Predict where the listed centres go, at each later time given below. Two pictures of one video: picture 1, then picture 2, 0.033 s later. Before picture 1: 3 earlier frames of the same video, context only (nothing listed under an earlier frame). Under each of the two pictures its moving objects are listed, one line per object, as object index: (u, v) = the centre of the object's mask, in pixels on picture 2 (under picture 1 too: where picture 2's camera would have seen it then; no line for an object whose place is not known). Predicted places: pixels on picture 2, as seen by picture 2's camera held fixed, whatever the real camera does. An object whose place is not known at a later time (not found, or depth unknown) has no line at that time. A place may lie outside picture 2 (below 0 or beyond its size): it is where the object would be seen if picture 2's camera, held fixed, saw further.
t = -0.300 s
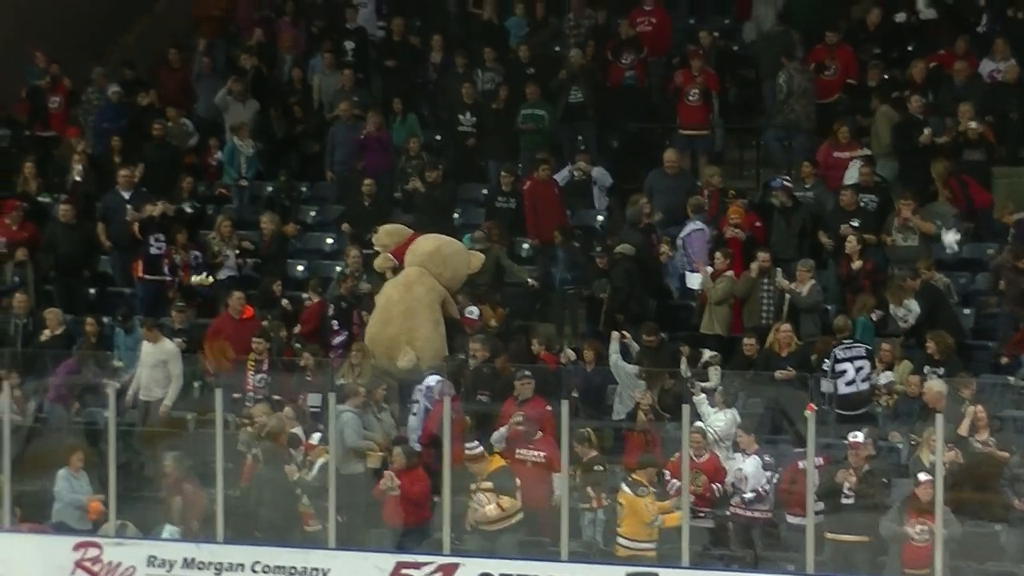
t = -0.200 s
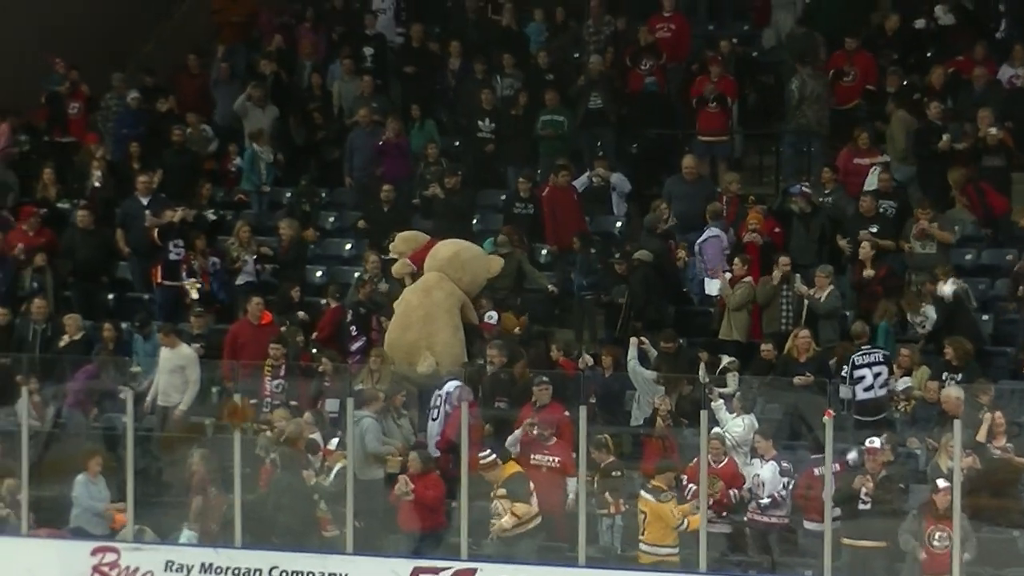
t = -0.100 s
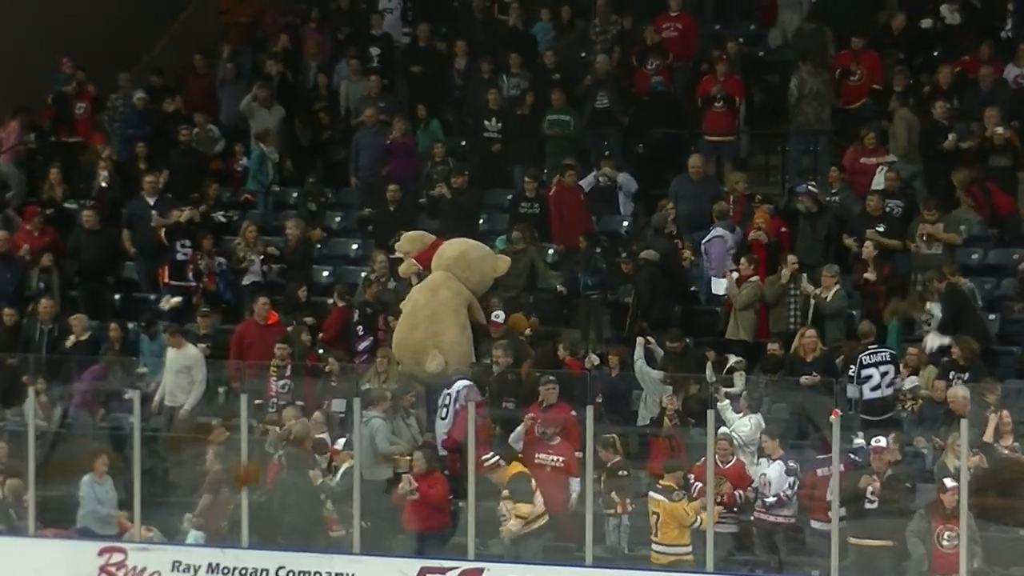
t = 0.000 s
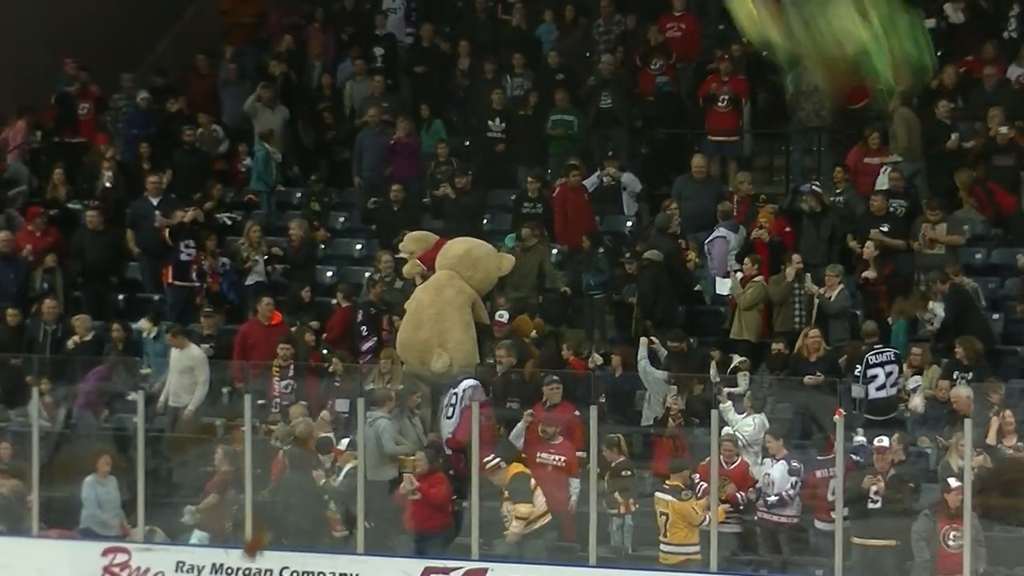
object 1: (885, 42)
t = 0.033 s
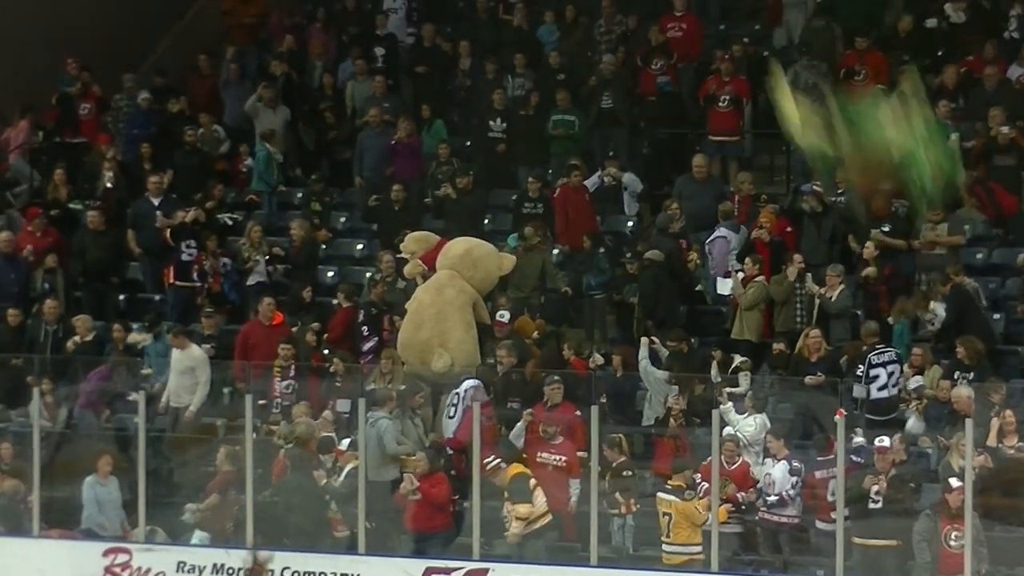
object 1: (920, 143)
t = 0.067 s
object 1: (963, 242)
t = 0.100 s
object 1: (986, 344)
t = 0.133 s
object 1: (1013, 465)
